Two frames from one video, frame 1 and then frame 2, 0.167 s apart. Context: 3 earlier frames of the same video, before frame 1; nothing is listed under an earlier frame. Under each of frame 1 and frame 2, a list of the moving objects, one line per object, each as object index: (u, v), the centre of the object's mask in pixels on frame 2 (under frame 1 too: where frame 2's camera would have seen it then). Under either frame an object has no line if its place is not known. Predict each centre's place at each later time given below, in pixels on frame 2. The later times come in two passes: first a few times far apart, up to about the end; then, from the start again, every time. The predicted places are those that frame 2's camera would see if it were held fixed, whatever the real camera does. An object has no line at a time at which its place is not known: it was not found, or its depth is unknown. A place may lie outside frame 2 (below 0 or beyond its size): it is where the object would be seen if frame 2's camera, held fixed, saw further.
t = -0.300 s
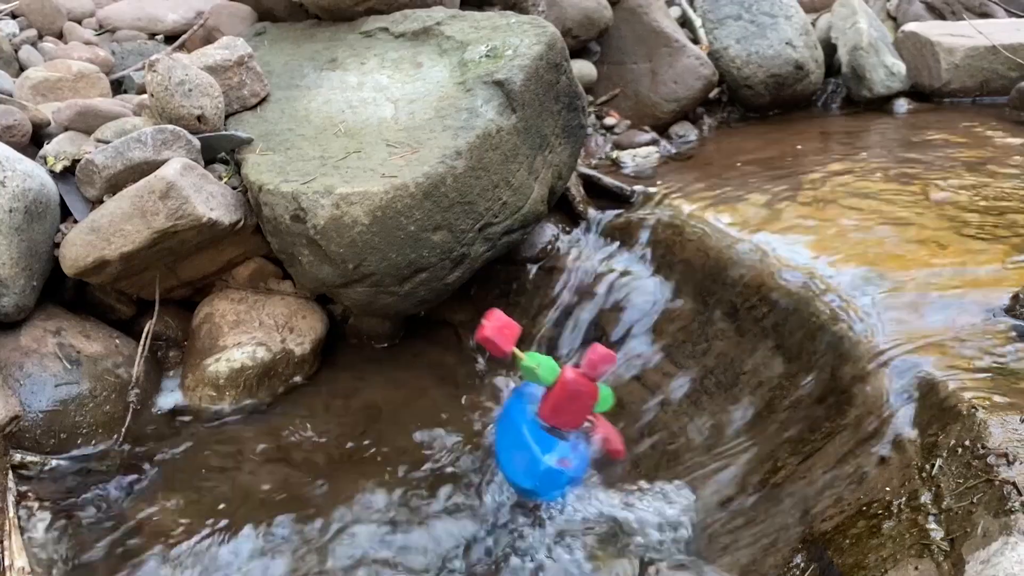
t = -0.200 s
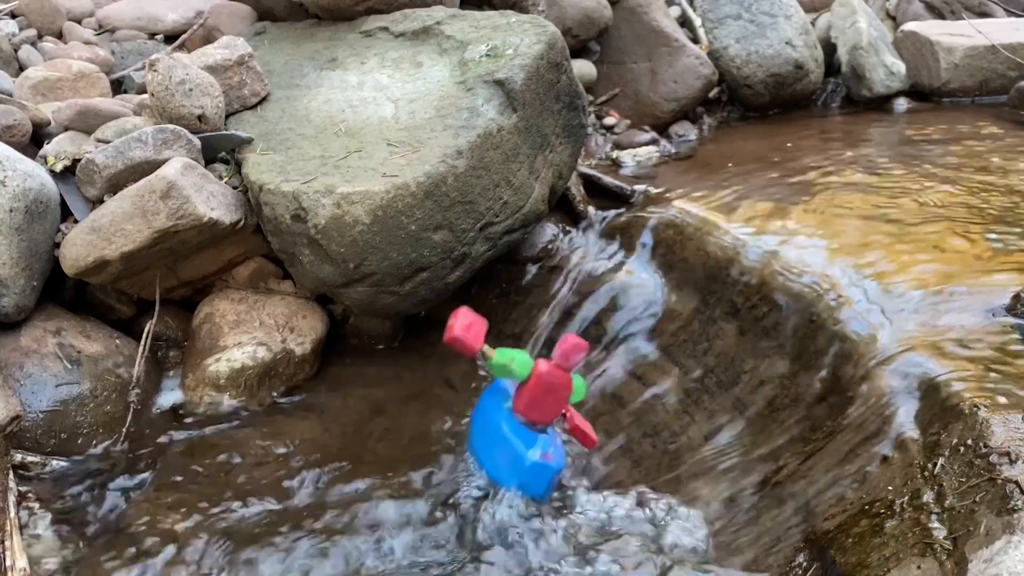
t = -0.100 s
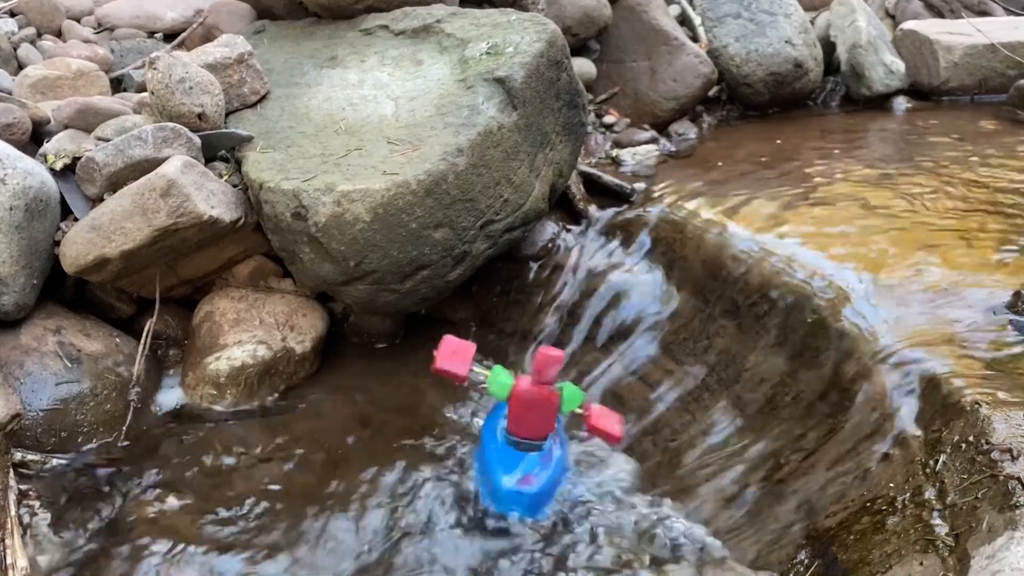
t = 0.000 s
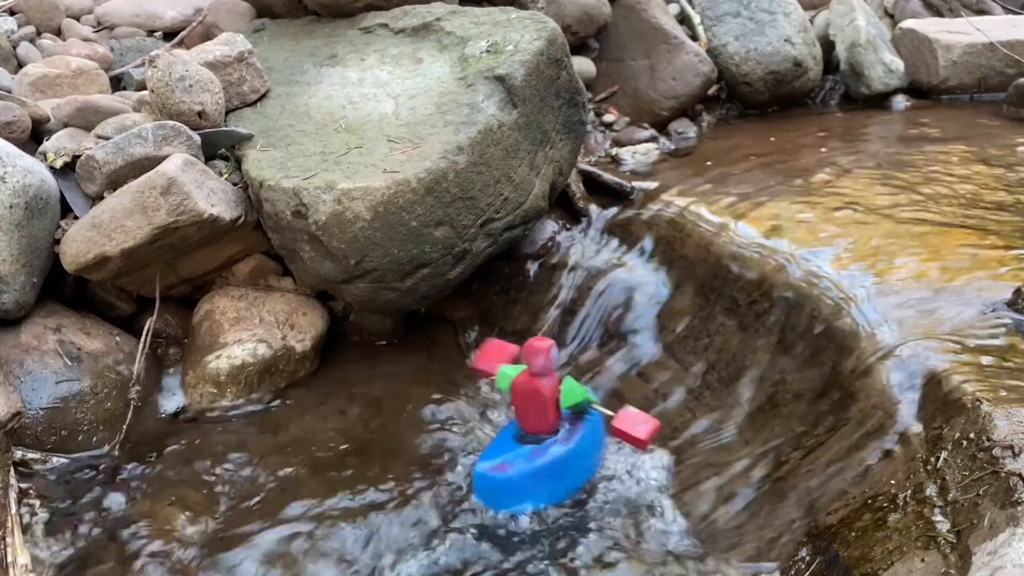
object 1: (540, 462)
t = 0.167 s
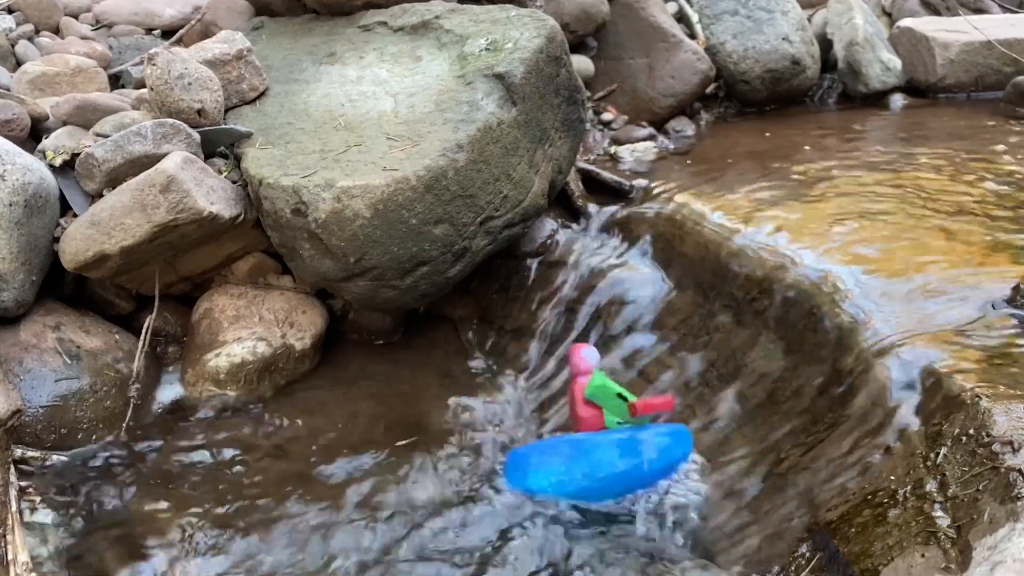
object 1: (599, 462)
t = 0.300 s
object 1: (617, 459)
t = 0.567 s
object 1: (584, 453)
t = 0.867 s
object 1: (534, 445)
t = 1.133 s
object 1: (562, 437)
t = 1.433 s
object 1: (605, 461)
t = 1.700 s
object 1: (543, 451)
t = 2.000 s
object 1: (540, 452)
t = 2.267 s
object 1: (592, 458)
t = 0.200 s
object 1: (606, 461)
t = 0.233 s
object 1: (611, 460)
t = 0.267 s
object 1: (614, 459)
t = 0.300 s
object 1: (617, 459)
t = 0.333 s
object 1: (618, 460)
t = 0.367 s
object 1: (617, 460)
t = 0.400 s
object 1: (613, 460)
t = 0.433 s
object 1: (608, 459)
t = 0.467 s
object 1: (601, 457)
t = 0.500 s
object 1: (595, 457)
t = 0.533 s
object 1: (589, 456)
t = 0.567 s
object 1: (584, 453)
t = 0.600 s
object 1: (579, 453)
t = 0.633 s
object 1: (574, 455)
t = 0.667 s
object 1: (566, 455)
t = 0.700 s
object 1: (562, 458)
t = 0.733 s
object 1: (560, 459)
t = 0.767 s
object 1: (560, 460)
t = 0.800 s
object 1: (553, 460)
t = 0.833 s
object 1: (542, 454)
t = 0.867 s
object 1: (534, 445)
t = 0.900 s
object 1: (528, 436)
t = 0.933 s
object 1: (528, 431)
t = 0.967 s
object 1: (529, 428)
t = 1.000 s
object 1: (532, 430)
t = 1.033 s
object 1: (539, 434)
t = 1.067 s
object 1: (545, 437)
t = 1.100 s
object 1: (553, 438)
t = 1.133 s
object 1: (562, 437)
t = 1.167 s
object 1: (572, 431)
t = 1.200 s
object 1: (583, 432)
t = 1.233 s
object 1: (595, 433)
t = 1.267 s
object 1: (600, 433)
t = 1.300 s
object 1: (602, 436)
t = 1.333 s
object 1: (602, 440)
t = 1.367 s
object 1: (606, 447)
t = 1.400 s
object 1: (608, 456)
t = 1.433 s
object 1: (605, 461)
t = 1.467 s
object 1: (597, 461)
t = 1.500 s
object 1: (591, 460)
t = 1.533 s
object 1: (583, 459)
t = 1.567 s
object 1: (570, 458)
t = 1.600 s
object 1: (553, 455)
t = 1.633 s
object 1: (547, 449)
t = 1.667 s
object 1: (547, 449)
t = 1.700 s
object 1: (543, 451)
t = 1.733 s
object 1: (536, 451)
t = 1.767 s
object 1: (531, 451)
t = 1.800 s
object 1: (528, 451)
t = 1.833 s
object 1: (526, 450)
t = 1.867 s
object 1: (524, 451)
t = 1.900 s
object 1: (526, 450)
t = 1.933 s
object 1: (532, 453)
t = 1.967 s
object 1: (537, 452)
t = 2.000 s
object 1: (540, 452)
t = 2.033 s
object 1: (547, 458)
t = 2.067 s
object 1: (552, 464)
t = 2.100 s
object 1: (556, 466)
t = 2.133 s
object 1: (560, 467)
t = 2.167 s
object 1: (567, 467)
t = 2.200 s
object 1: (573, 465)
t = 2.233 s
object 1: (583, 460)
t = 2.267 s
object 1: (592, 458)
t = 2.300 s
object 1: (602, 456)
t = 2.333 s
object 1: (610, 453)
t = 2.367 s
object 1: (616, 448)
